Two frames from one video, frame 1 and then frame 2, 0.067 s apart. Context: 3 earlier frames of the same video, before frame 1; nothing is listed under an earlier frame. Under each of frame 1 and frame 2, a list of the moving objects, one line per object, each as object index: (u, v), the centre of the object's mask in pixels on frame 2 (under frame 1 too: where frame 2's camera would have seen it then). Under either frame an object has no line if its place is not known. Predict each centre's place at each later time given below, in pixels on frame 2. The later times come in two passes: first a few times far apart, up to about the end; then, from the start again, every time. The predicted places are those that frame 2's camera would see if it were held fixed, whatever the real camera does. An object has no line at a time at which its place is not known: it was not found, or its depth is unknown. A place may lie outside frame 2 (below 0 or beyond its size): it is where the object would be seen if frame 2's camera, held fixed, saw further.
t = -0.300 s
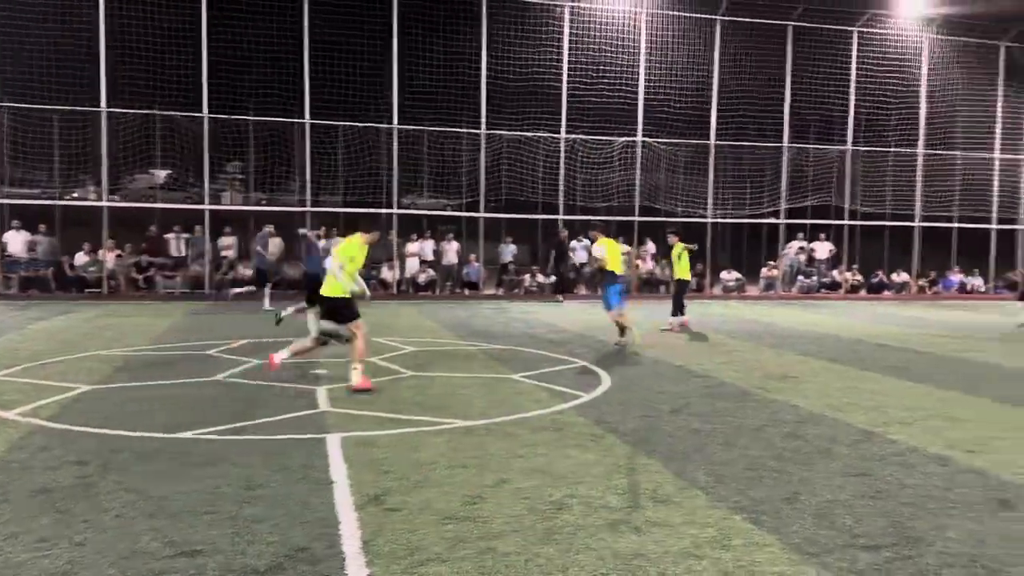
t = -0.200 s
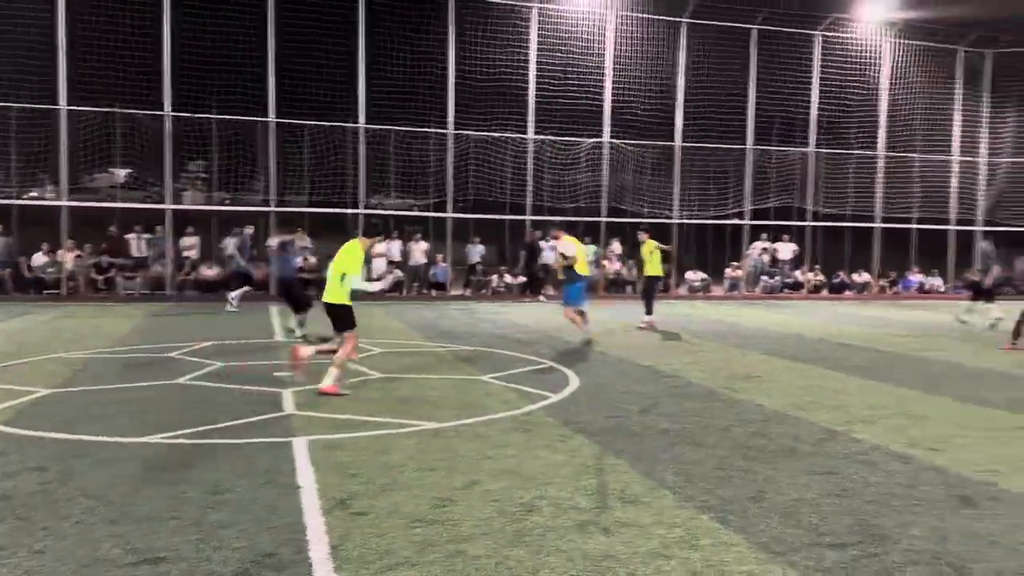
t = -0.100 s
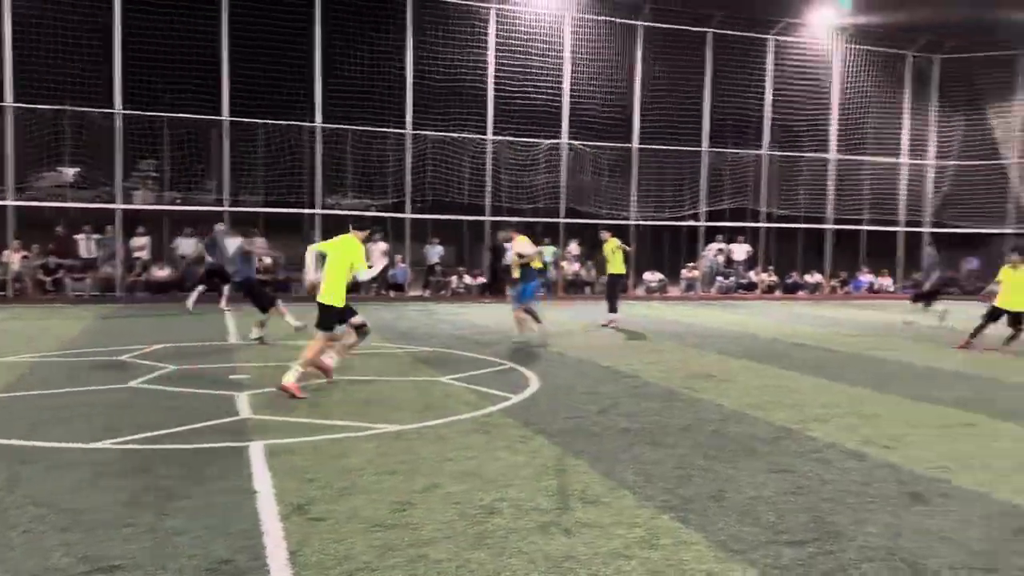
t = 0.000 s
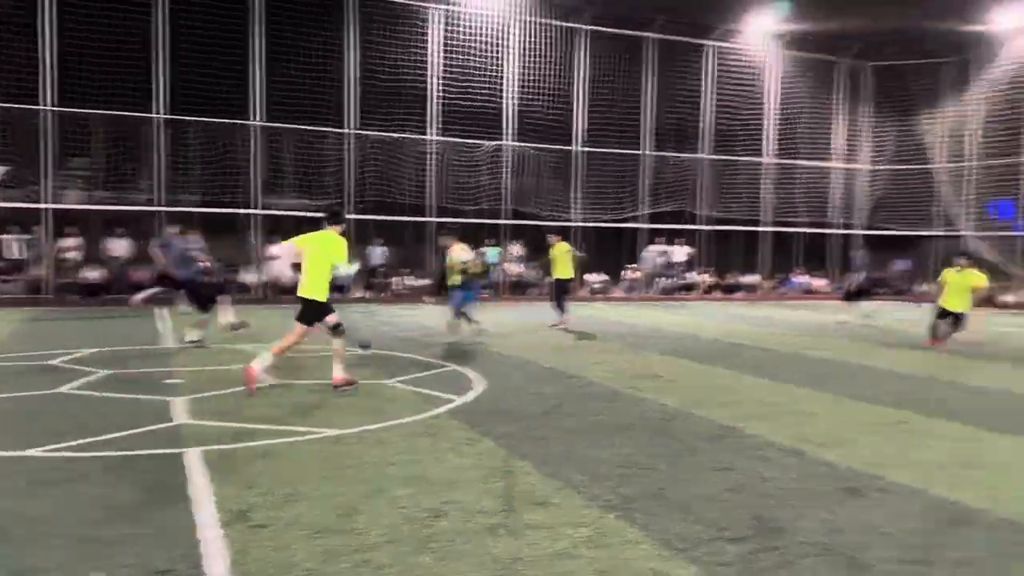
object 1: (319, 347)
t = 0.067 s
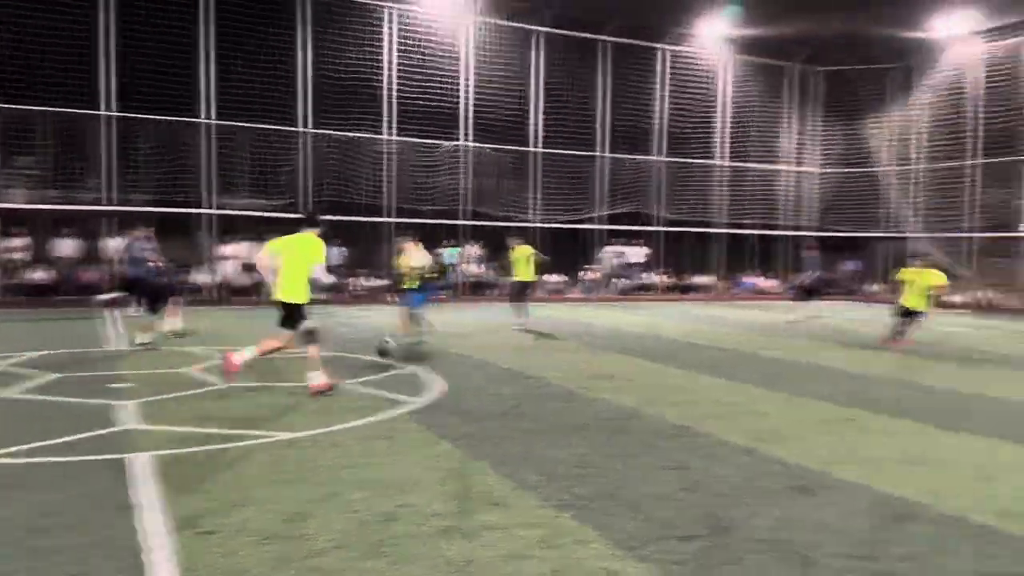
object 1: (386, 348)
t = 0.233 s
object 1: (560, 368)
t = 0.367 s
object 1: (708, 376)
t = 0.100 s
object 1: (423, 351)
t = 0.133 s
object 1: (456, 362)
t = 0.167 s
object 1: (495, 370)
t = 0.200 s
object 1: (530, 369)
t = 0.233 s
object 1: (560, 368)
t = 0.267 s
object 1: (596, 368)
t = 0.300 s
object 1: (634, 368)
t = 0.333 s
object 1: (666, 371)
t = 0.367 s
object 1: (708, 376)
